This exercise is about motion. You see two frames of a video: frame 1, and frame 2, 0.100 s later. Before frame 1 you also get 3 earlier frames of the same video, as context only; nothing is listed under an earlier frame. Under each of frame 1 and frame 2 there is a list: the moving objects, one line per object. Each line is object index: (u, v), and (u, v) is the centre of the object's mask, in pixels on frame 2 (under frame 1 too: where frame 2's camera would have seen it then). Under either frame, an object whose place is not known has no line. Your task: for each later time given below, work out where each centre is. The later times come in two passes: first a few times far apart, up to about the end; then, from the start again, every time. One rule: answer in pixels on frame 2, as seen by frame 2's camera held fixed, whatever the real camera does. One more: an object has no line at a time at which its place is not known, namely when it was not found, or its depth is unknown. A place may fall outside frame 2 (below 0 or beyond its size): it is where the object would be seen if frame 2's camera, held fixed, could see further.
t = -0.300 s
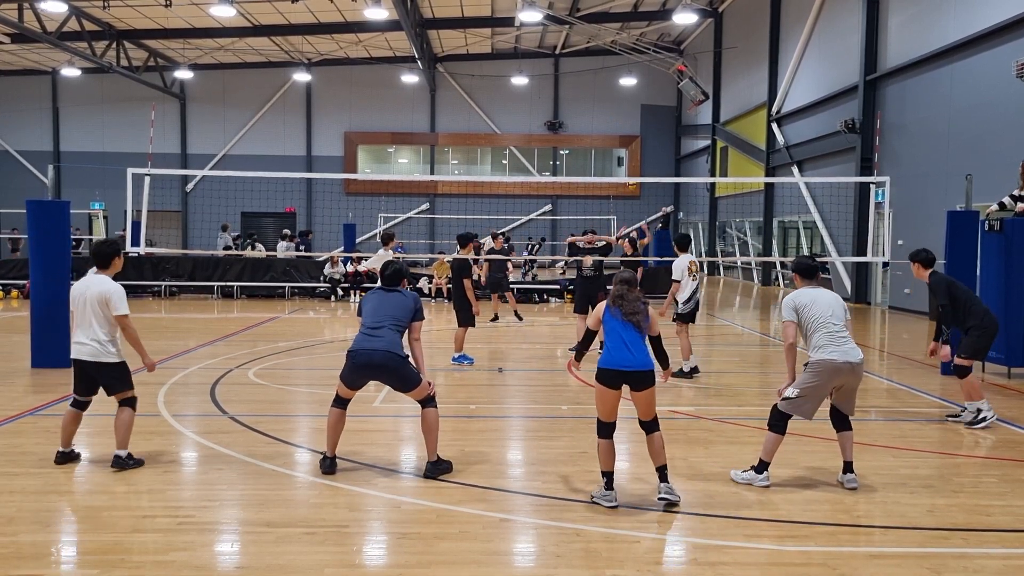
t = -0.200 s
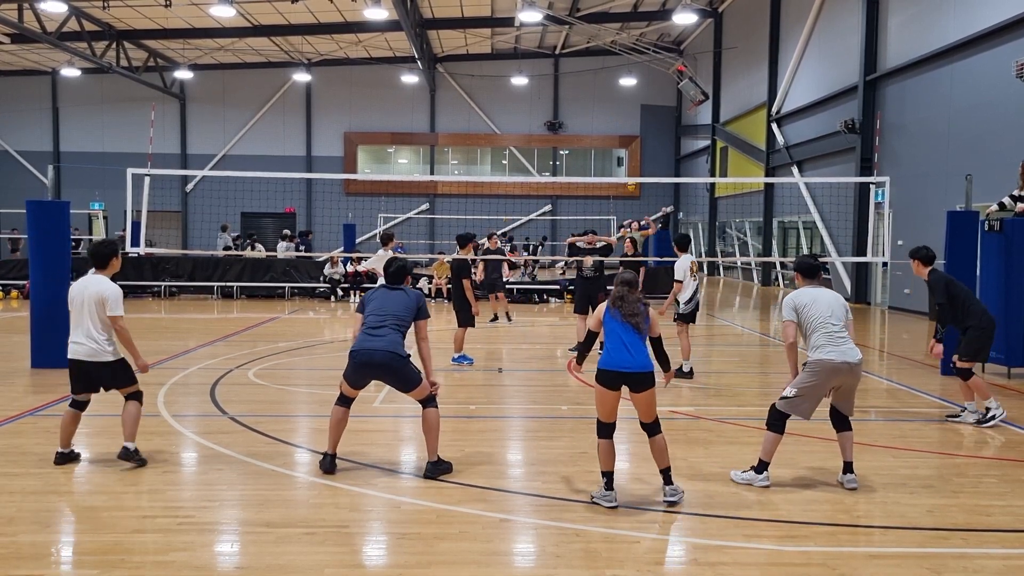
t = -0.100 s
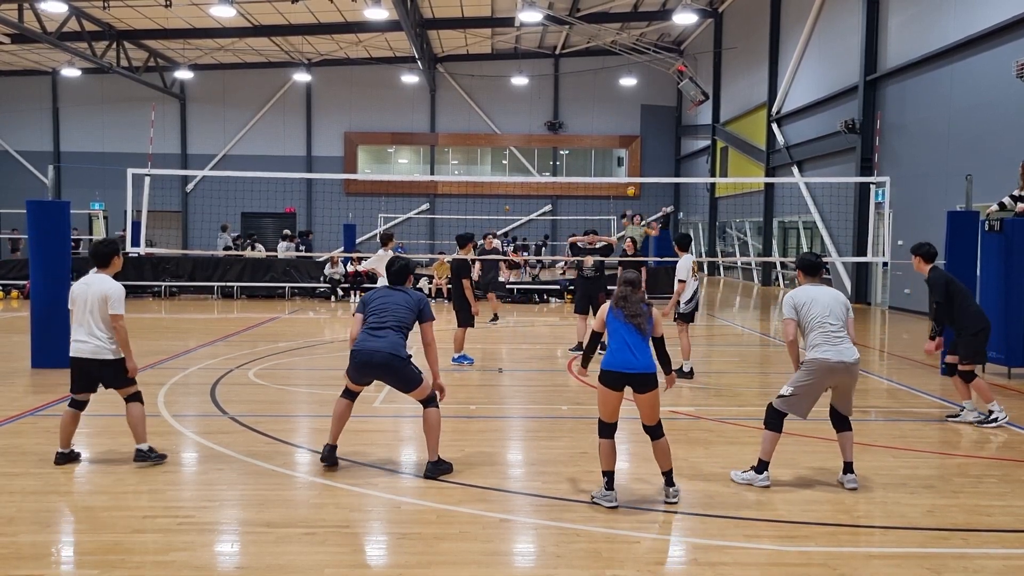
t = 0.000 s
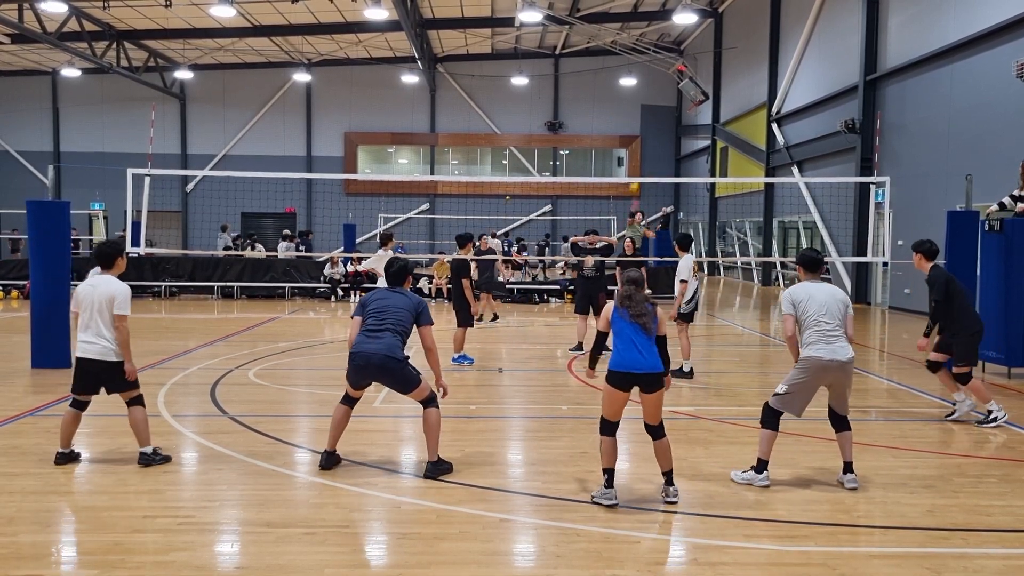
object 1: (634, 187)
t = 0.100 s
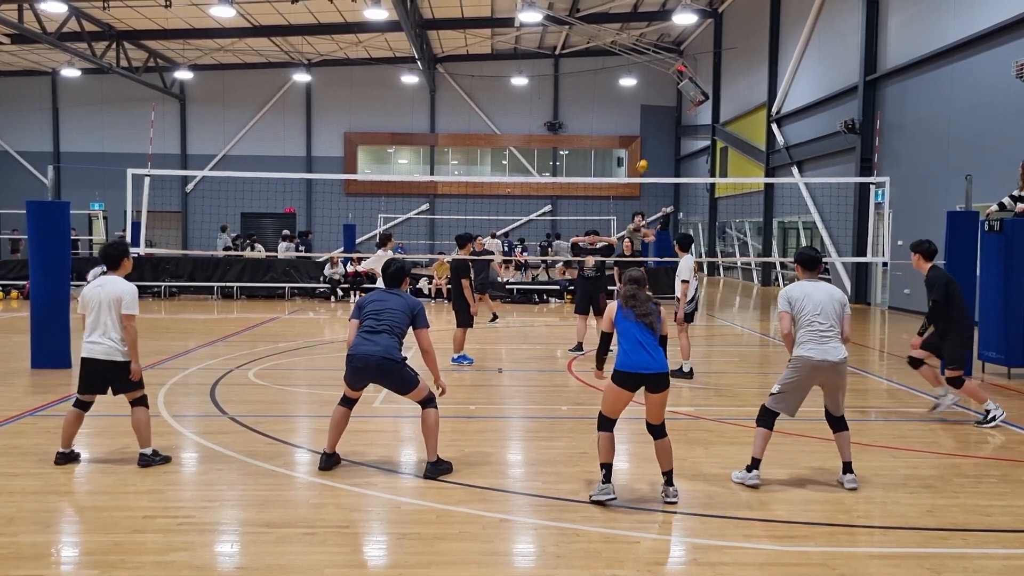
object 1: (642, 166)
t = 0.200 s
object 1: (653, 147)
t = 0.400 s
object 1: (684, 119)
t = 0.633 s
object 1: (739, 114)
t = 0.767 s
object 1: (780, 132)
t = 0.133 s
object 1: (645, 160)
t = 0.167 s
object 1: (649, 153)
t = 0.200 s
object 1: (653, 147)
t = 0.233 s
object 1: (657, 141)
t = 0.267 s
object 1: (662, 136)
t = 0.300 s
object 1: (667, 131)
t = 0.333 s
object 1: (672, 127)
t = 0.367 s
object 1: (678, 122)
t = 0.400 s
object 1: (684, 119)
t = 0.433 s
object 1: (691, 116)
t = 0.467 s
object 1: (697, 113)
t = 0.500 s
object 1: (705, 112)
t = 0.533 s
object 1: (713, 111)
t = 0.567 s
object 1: (721, 111)
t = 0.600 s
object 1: (730, 112)
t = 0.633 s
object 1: (739, 114)
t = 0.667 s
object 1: (748, 116)
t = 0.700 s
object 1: (758, 119)
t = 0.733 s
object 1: (768, 125)
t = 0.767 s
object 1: (780, 132)
